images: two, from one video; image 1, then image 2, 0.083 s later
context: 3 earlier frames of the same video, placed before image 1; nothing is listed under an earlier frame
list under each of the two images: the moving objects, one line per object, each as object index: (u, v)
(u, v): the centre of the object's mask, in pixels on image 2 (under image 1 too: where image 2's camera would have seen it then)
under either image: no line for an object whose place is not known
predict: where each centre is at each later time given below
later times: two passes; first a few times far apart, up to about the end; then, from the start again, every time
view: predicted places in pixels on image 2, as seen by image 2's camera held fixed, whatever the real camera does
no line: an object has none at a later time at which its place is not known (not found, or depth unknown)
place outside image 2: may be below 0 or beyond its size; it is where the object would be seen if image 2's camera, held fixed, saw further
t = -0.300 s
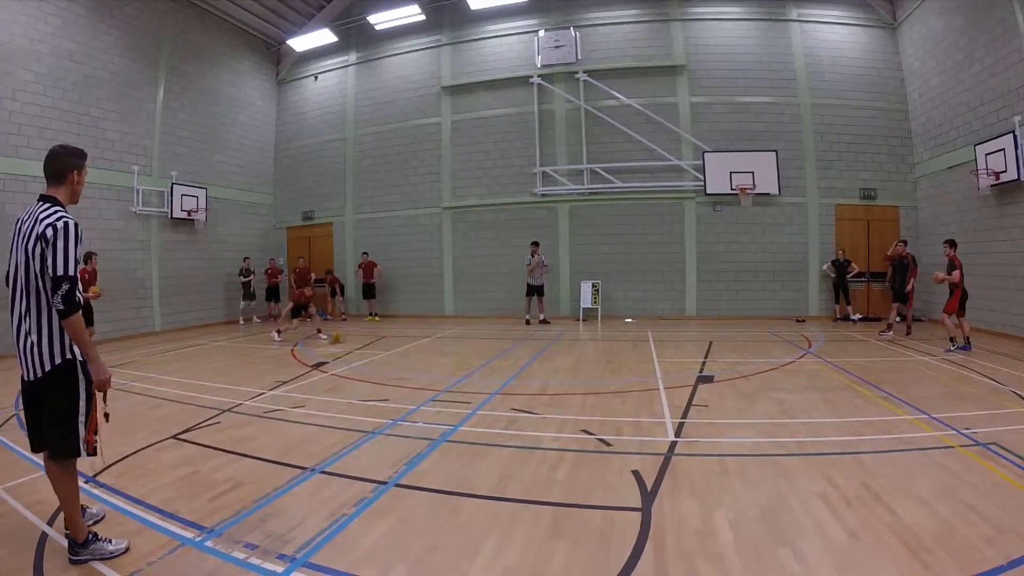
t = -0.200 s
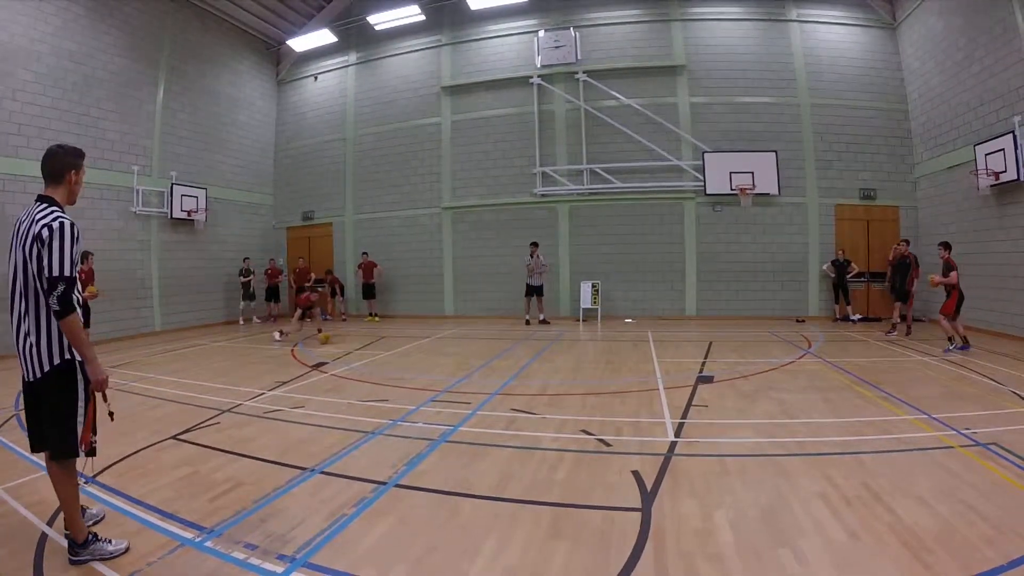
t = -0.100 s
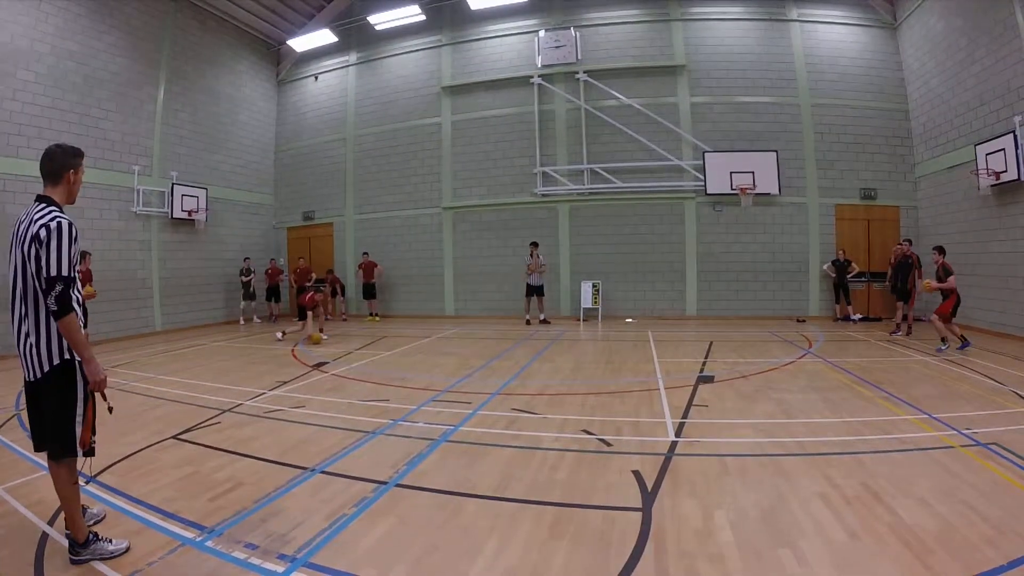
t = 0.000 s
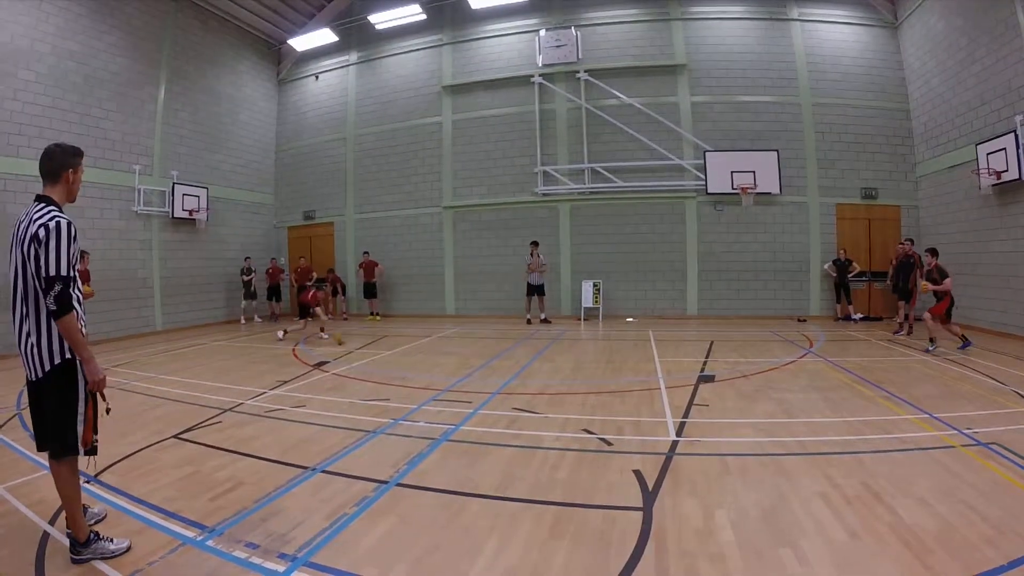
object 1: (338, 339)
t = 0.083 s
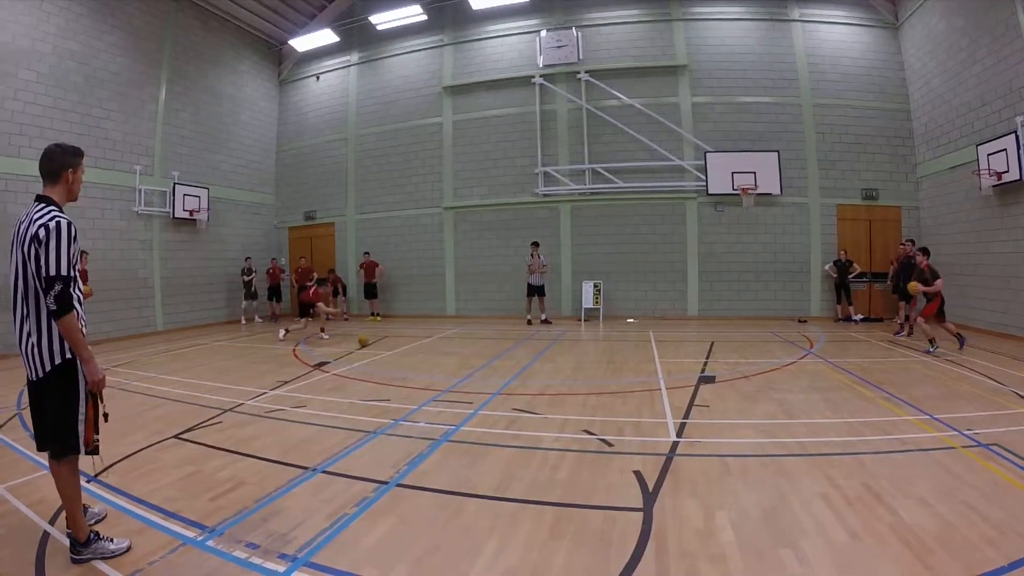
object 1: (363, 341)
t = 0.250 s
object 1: (405, 345)
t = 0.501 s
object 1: (466, 346)
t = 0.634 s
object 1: (497, 347)
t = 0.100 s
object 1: (365, 341)
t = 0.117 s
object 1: (371, 344)
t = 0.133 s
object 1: (376, 343)
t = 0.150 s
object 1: (380, 343)
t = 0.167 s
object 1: (384, 343)
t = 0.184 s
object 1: (387, 343)
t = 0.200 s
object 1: (392, 344)
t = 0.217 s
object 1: (397, 344)
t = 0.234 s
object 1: (401, 345)
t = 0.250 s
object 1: (405, 345)
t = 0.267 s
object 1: (410, 344)
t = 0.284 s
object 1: (413, 345)
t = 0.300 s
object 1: (417, 345)
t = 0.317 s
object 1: (421, 345)
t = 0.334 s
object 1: (426, 345)
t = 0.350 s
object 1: (430, 345)
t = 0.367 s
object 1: (434, 344)
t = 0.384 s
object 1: (438, 346)
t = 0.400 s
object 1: (442, 345)
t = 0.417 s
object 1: (446, 346)
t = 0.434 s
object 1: (450, 345)
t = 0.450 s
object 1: (454, 345)
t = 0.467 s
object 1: (458, 345)
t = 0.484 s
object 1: (462, 345)
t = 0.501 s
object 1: (466, 346)
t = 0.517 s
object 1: (470, 346)
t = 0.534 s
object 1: (474, 346)
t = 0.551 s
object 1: (478, 346)
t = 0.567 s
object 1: (482, 346)
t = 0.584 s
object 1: (486, 347)
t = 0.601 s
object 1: (490, 347)
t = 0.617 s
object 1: (494, 347)
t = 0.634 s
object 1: (497, 347)
